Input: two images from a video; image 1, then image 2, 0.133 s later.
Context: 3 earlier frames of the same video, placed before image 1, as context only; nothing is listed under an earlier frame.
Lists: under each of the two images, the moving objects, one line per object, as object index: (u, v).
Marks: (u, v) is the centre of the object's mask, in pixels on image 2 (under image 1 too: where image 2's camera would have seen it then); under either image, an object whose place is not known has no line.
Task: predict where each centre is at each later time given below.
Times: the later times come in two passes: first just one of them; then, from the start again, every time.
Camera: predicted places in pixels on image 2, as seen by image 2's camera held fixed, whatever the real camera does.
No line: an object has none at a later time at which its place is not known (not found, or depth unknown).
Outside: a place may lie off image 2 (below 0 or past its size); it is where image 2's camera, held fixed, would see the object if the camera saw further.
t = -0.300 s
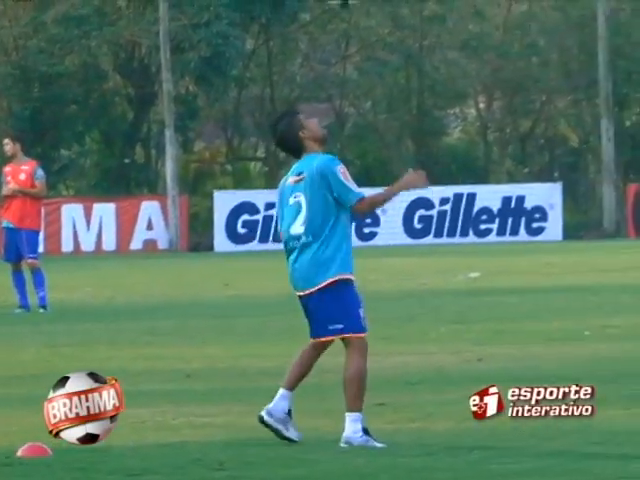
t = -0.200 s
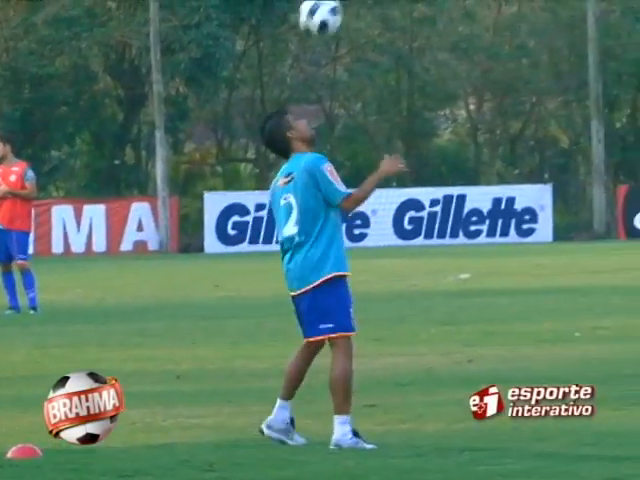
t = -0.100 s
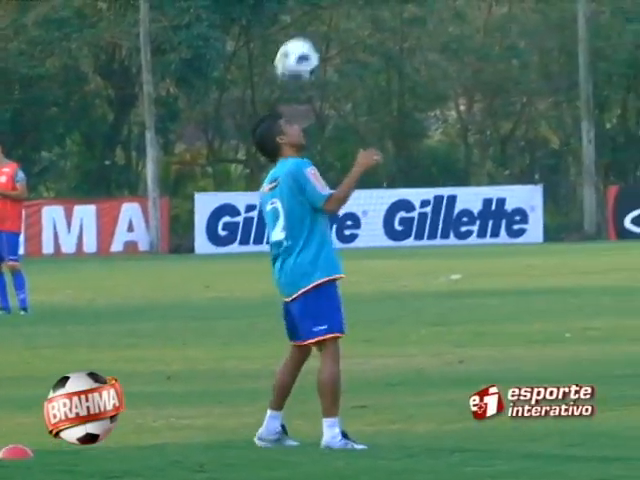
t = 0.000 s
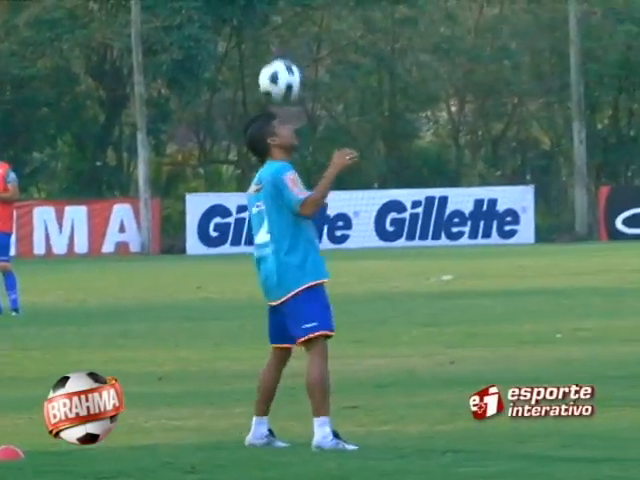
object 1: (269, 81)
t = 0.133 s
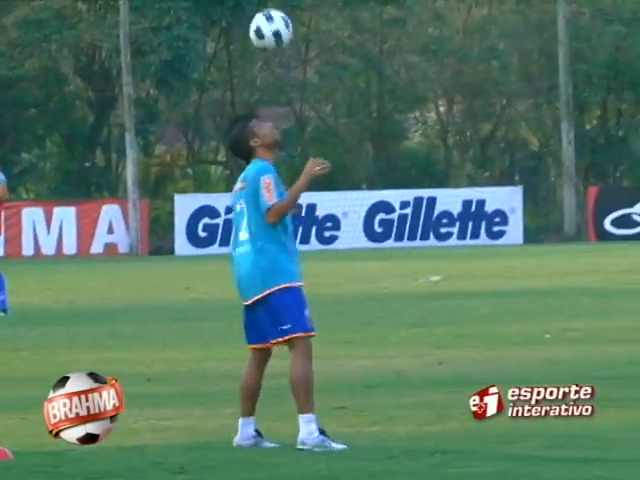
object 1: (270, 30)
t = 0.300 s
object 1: (273, 14)
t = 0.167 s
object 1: (271, 22)
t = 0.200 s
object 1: (271, 17)
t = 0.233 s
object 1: (271, 15)
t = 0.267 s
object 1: (272, 14)
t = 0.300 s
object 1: (273, 14)
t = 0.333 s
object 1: (274, 15)
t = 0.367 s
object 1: (274, 18)
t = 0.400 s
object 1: (275, 23)
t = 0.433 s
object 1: (276, 32)
